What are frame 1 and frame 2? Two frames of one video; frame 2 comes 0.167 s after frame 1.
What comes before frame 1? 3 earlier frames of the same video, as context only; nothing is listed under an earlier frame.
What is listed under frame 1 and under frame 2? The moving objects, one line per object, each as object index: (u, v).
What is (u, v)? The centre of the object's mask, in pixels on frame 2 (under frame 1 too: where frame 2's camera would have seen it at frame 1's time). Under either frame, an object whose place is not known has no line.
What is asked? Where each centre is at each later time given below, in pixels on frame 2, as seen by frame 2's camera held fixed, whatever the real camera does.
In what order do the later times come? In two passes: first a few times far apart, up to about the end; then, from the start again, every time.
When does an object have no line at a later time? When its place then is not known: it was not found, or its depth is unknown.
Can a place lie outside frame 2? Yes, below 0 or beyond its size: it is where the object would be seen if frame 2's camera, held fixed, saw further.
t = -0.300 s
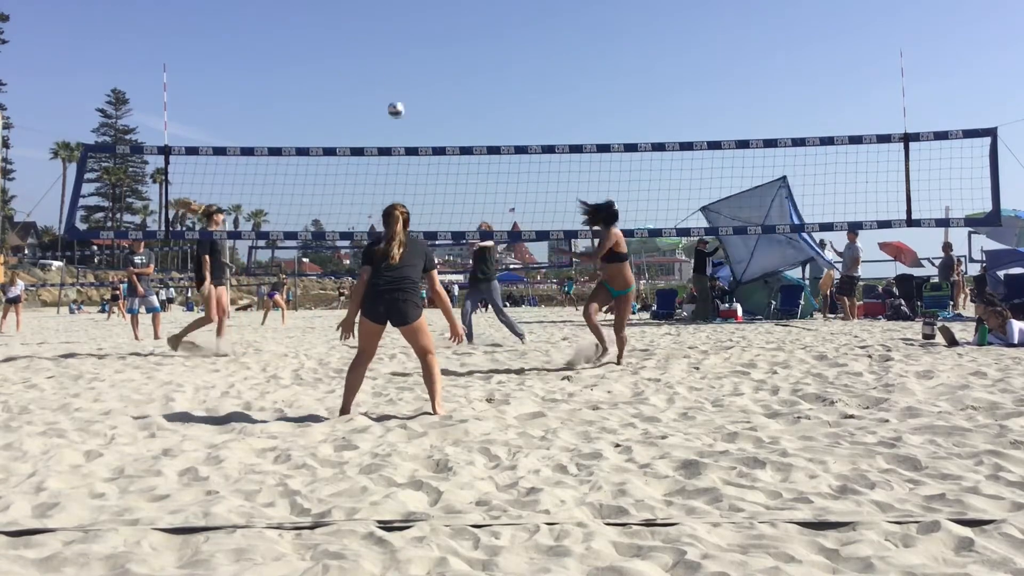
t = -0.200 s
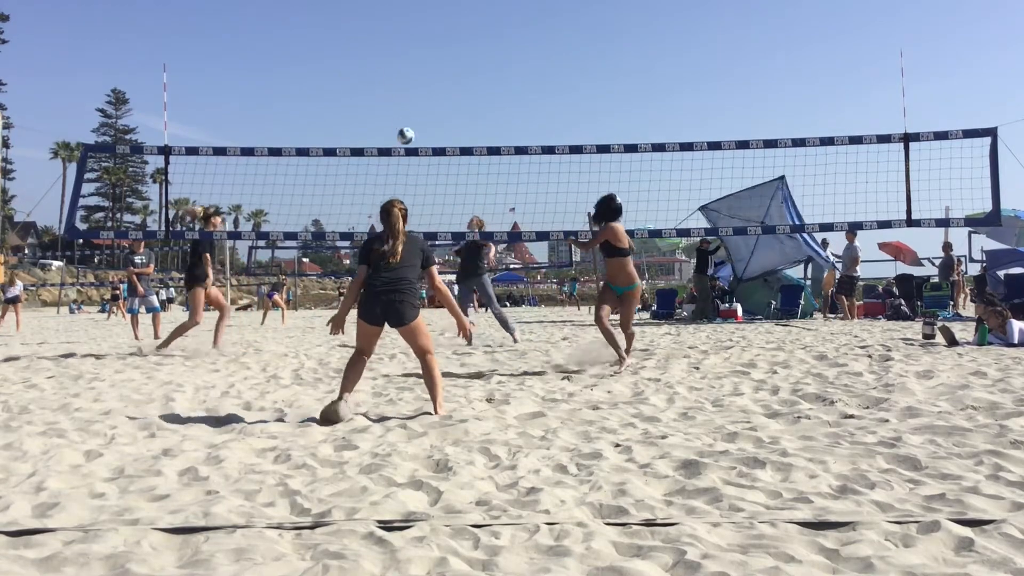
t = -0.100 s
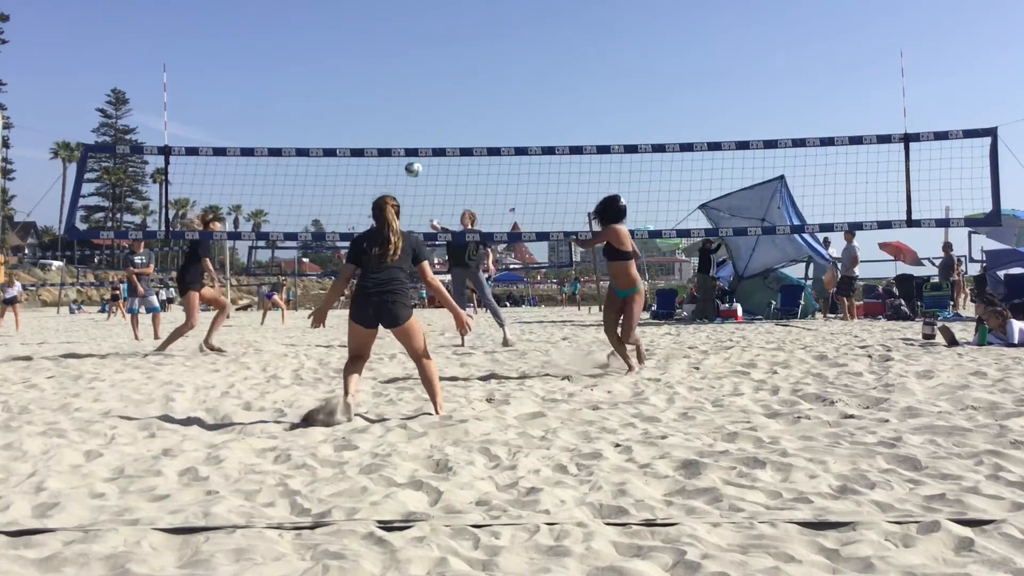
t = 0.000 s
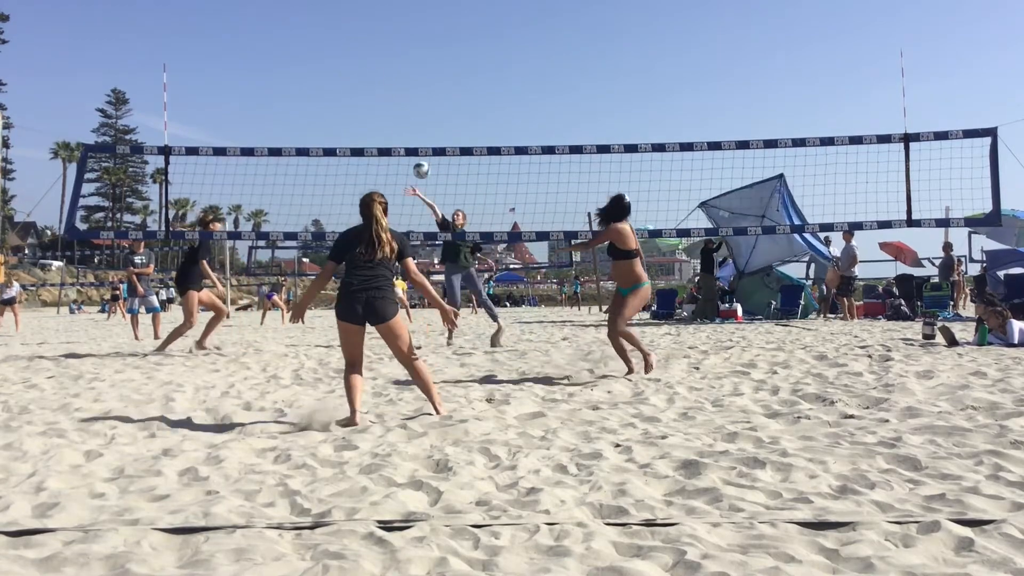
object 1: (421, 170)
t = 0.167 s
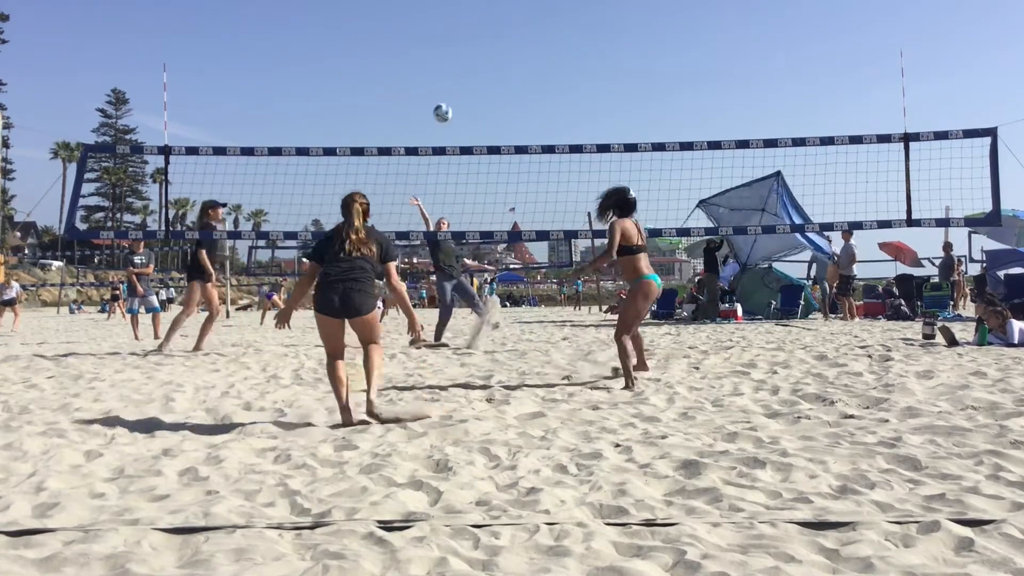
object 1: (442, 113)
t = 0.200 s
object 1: (447, 103)
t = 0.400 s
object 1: (476, 67)
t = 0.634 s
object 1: (514, 72)
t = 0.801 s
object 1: (543, 115)
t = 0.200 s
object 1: (447, 103)
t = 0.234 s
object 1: (451, 95)
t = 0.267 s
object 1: (457, 88)
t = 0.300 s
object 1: (461, 82)
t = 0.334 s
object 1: (466, 76)
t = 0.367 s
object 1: (471, 71)
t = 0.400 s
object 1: (476, 67)
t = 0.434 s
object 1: (481, 64)
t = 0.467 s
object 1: (487, 62)
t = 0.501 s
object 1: (492, 63)
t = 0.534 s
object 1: (497, 63)
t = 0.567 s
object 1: (503, 65)
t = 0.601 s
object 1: (508, 68)
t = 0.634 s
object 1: (514, 72)
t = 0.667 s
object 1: (520, 79)
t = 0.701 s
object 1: (525, 86)
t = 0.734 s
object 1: (531, 94)
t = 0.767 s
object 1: (537, 104)
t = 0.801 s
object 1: (543, 115)
